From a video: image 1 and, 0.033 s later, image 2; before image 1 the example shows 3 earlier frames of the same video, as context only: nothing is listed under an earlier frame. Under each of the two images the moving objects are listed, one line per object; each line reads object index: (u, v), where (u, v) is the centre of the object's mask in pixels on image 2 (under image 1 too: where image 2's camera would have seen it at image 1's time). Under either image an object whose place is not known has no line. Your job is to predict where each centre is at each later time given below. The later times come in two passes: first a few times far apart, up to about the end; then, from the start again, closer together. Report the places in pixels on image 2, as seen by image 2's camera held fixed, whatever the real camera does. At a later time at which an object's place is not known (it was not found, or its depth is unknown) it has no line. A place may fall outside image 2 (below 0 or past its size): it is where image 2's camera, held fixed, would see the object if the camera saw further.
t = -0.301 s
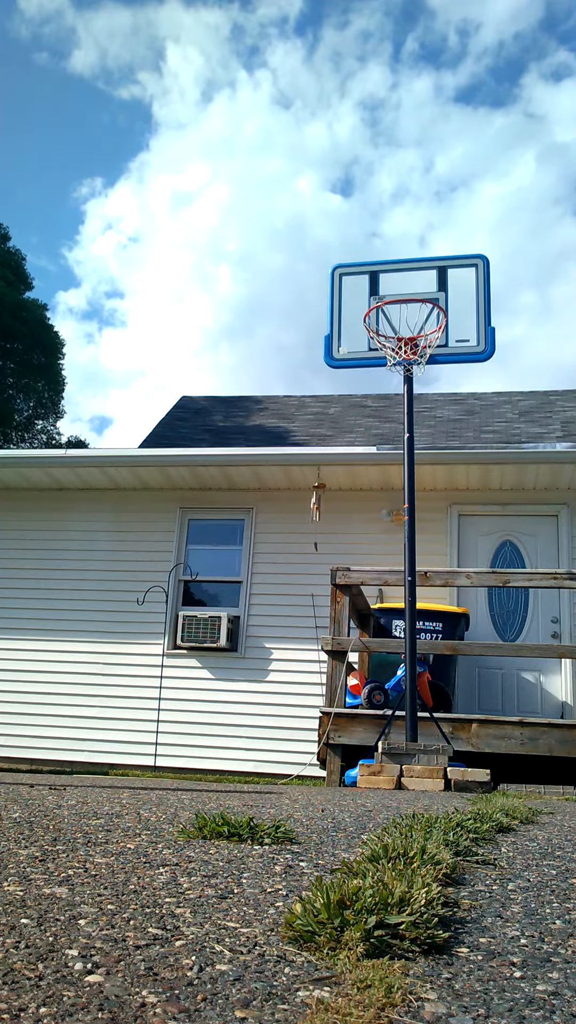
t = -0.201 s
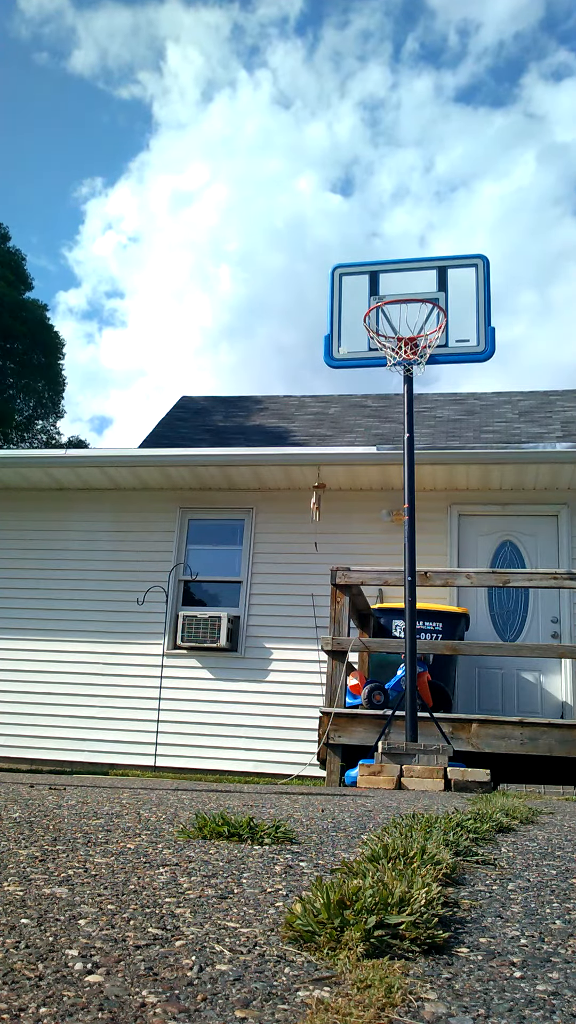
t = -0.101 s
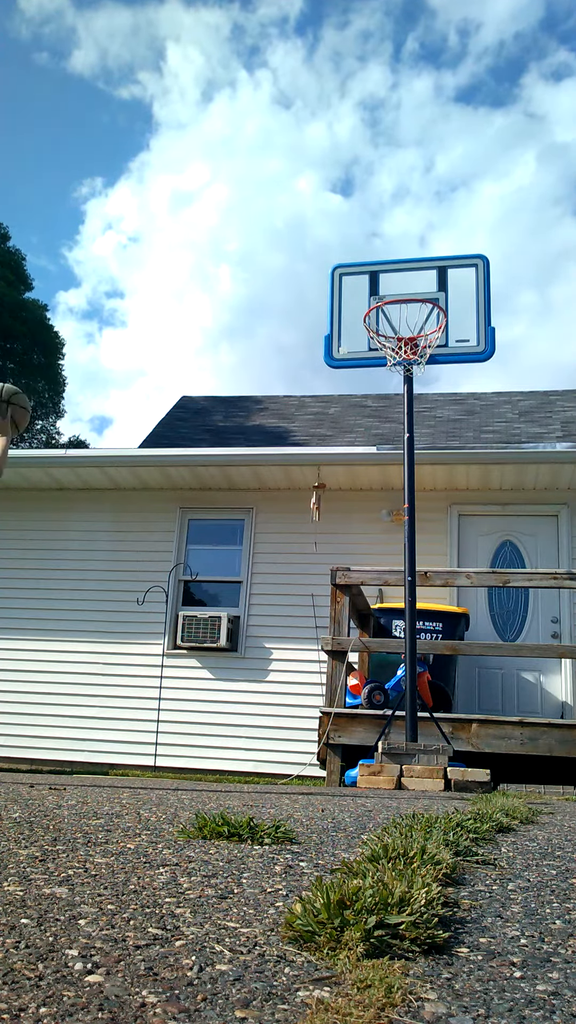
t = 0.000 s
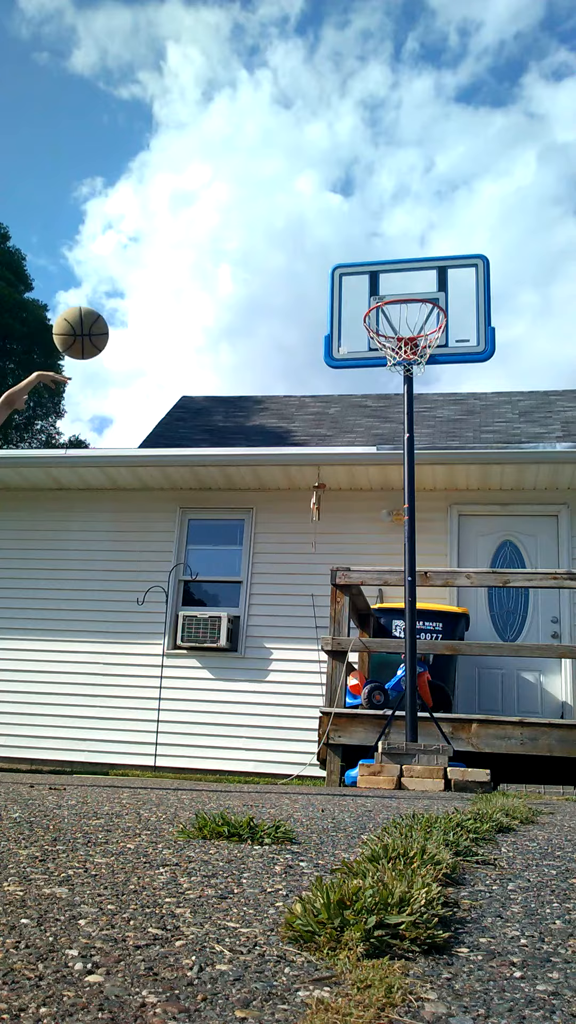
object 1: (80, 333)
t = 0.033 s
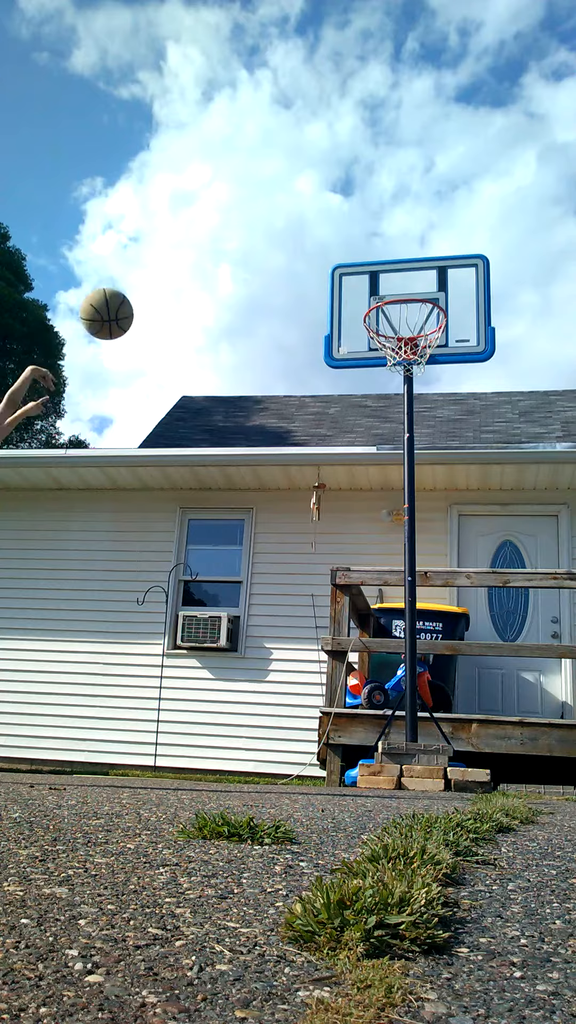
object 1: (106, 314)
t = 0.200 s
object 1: (214, 259)
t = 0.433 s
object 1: (331, 270)
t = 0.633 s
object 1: (391, 332)
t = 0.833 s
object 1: (423, 448)
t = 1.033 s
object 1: (458, 665)
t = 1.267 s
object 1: (488, 594)
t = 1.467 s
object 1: (506, 442)
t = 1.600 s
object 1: (520, 382)
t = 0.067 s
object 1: (130, 298)
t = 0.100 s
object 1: (153, 284)
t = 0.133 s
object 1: (174, 274)
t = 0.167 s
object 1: (195, 265)
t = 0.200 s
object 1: (214, 259)
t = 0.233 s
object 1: (233, 255)
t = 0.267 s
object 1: (251, 253)
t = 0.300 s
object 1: (268, 253)
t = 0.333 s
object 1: (284, 255)
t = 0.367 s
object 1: (300, 258)
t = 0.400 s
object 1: (316, 263)
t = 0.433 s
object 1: (331, 270)
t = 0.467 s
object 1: (345, 278)
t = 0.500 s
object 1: (359, 288)
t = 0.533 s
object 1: (373, 299)
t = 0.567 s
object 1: (381, 309)
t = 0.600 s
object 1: (386, 319)
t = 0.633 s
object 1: (391, 332)
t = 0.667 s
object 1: (397, 346)
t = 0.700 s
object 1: (402, 361)
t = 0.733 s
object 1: (407, 380)
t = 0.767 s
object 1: (412, 400)
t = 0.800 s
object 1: (418, 423)
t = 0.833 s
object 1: (423, 448)
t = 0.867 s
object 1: (429, 476)
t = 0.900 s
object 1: (434, 508)
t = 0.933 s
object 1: (440, 542)
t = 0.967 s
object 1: (446, 579)
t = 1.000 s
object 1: (452, 620)
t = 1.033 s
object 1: (458, 665)
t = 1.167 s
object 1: (479, 702)
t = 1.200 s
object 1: (481, 664)
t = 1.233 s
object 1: (485, 627)
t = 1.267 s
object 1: (488, 594)
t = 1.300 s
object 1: (491, 563)
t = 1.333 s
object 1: (494, 535)
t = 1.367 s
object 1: (496, 508)
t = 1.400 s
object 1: (500, 484)
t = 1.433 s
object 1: (503, 462)
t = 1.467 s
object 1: (506, 442)
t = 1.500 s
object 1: (509, 424)
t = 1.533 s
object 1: (512, 408)
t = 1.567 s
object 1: (516, 394)
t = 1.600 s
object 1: (520, 382)
